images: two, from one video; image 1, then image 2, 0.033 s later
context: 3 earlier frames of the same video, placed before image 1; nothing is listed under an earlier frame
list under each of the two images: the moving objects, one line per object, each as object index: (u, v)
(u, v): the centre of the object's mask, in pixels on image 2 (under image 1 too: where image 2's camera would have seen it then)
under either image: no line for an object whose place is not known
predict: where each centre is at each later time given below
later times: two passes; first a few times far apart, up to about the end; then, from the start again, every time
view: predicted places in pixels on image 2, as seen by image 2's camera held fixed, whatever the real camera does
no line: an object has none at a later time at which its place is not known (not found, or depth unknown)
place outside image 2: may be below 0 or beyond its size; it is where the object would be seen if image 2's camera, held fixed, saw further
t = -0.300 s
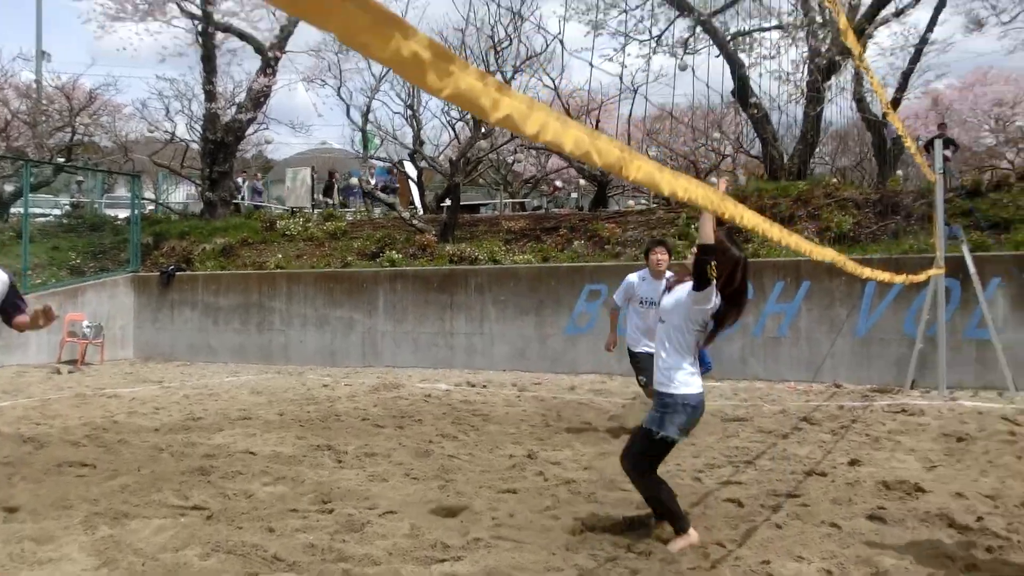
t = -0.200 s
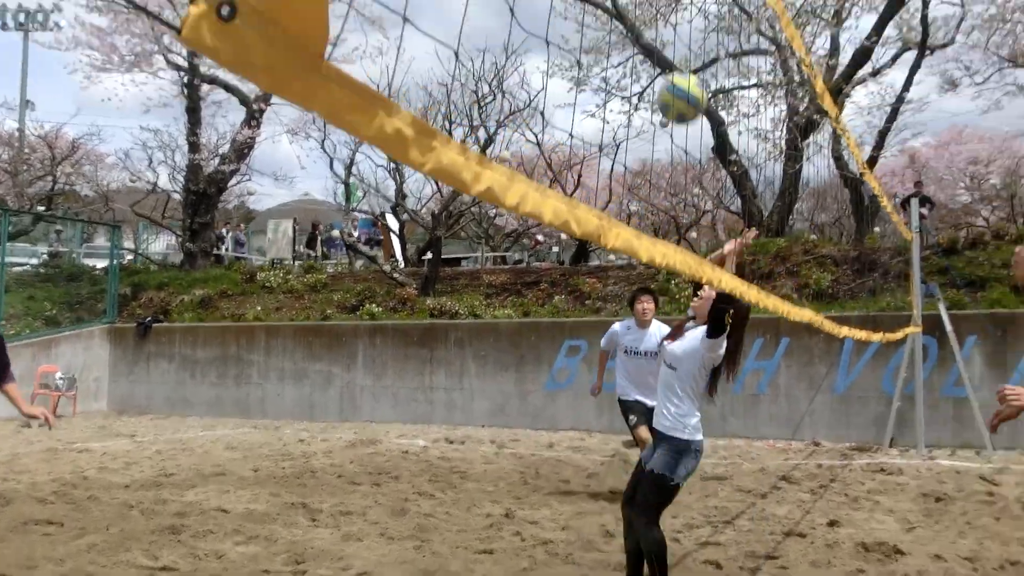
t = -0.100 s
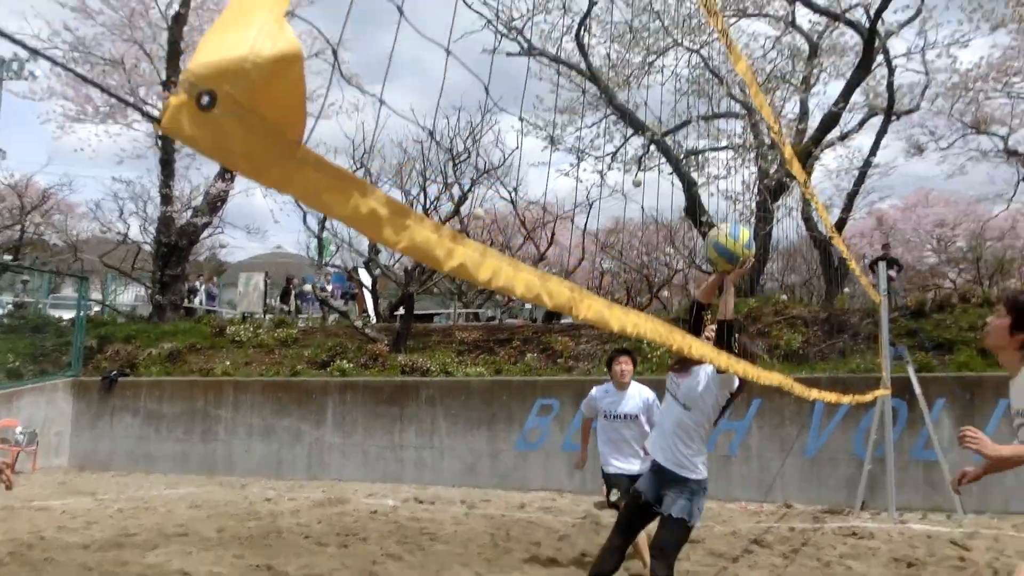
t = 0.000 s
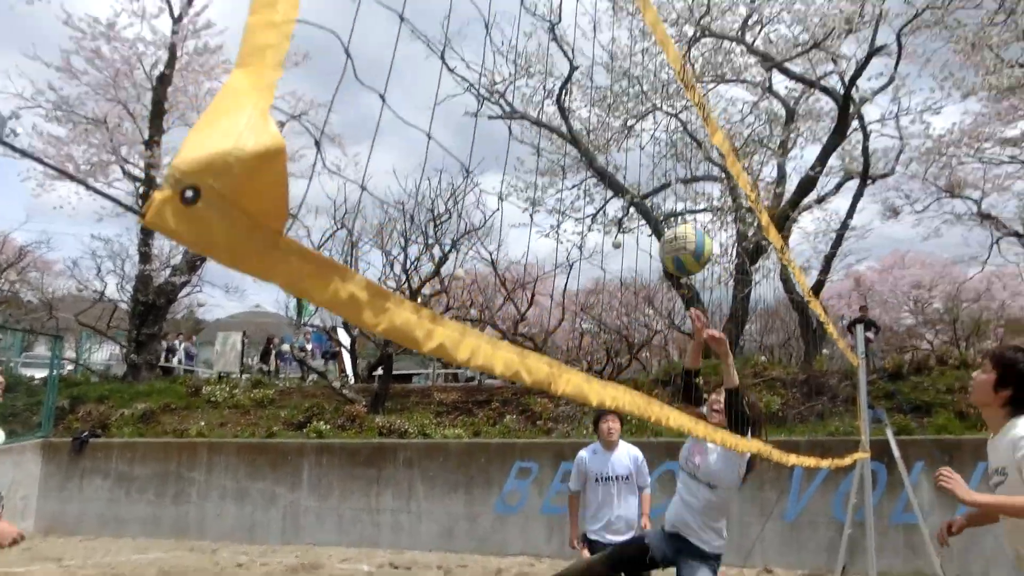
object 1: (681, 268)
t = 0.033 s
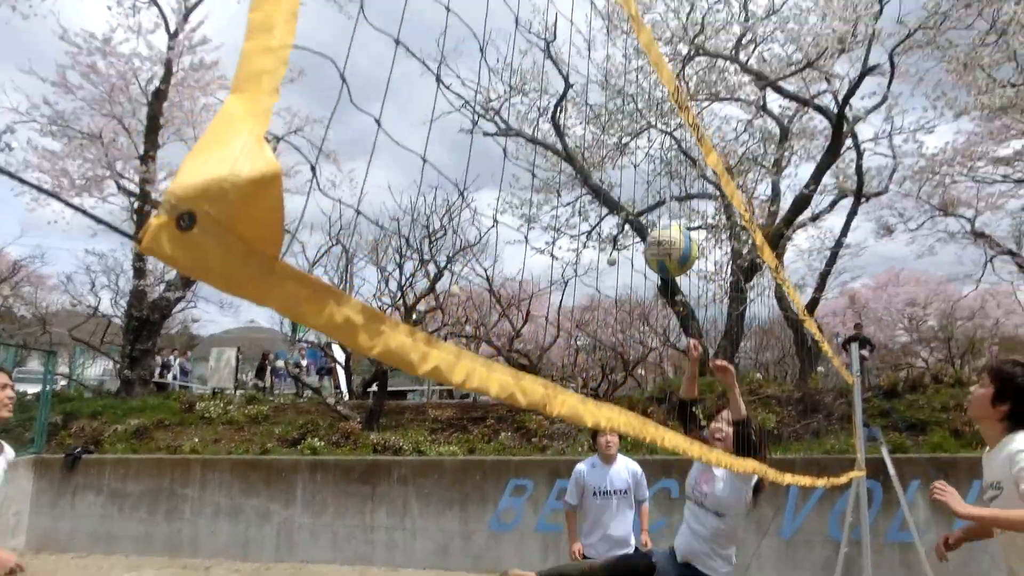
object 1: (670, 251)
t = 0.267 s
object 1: (593, 197)
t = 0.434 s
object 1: (523, 251)
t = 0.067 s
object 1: (661, 237)
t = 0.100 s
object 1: (654, 223)
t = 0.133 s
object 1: (643, 211)
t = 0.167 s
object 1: (630, 205)
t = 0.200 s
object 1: (620, 197)
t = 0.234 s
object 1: (607, 192)
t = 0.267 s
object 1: (593, 197)
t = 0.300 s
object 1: (582, 200)
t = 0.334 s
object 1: (569, 206)
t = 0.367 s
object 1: (555, 219)
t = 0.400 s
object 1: (542, 232)
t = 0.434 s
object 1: (523, 251)
